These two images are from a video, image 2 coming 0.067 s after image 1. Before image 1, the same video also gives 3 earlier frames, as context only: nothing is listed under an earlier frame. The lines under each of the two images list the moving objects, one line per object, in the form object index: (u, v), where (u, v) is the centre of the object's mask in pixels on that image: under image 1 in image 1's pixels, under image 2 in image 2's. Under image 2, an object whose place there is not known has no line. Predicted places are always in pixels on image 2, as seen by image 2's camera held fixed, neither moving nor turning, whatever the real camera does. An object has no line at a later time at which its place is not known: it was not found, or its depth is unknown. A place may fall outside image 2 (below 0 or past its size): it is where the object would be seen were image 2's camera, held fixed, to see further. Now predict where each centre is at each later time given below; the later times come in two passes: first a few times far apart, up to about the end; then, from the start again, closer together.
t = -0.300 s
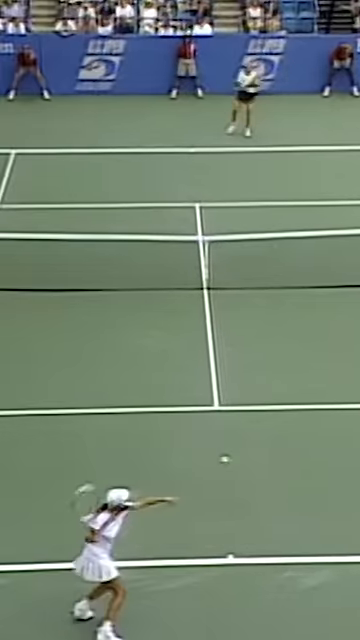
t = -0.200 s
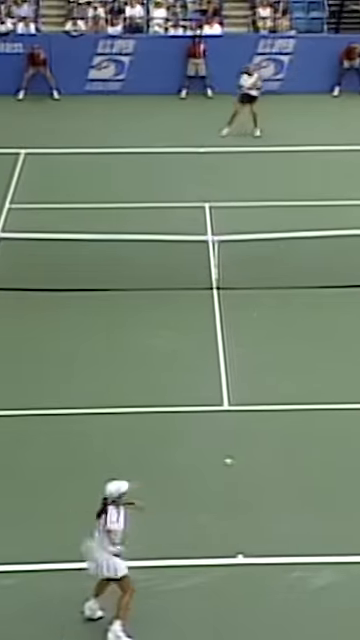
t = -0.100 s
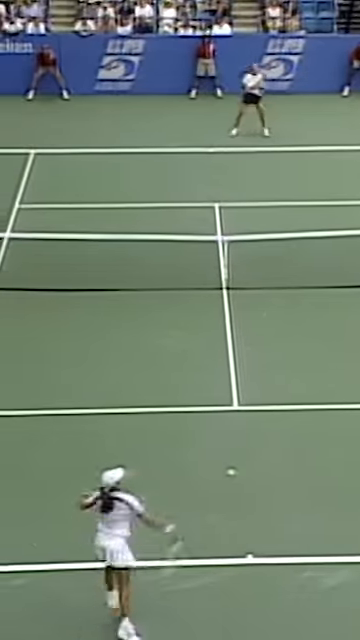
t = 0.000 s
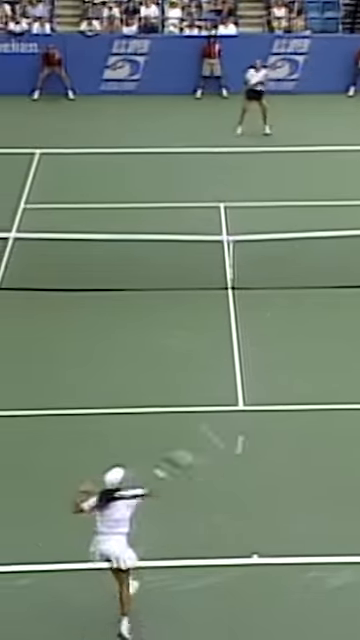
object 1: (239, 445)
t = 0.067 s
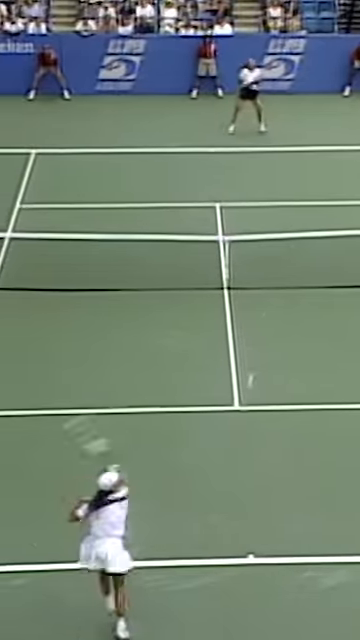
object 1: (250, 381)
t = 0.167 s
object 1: (268, 311)
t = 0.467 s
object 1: (309, 213)
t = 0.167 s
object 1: (268, 311)
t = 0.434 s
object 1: (306, 217)
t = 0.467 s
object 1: (309, 213)
